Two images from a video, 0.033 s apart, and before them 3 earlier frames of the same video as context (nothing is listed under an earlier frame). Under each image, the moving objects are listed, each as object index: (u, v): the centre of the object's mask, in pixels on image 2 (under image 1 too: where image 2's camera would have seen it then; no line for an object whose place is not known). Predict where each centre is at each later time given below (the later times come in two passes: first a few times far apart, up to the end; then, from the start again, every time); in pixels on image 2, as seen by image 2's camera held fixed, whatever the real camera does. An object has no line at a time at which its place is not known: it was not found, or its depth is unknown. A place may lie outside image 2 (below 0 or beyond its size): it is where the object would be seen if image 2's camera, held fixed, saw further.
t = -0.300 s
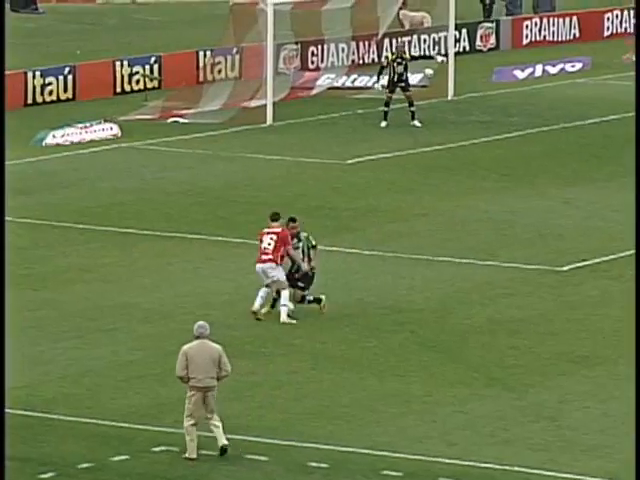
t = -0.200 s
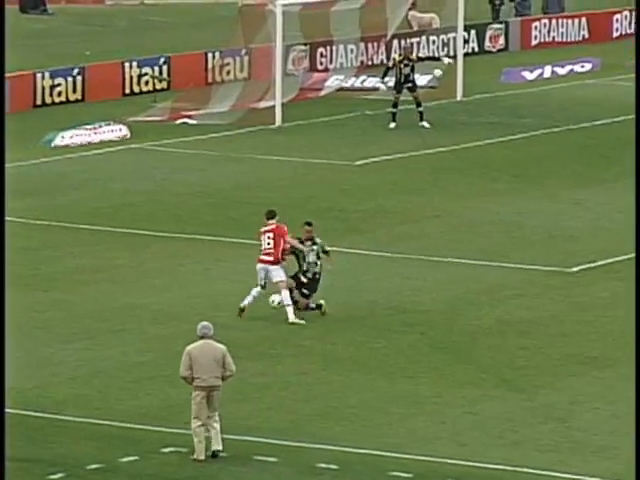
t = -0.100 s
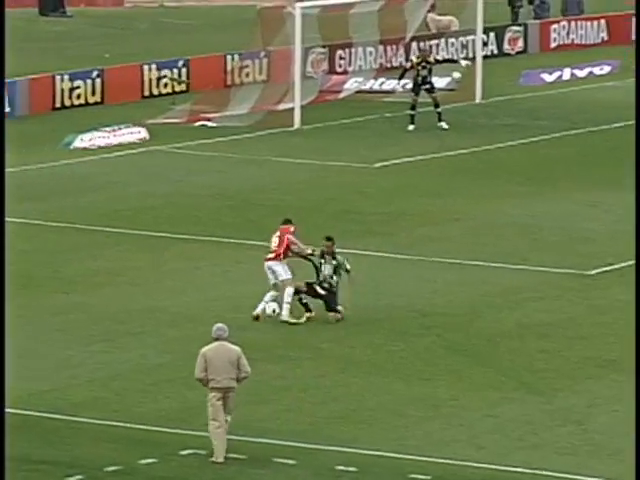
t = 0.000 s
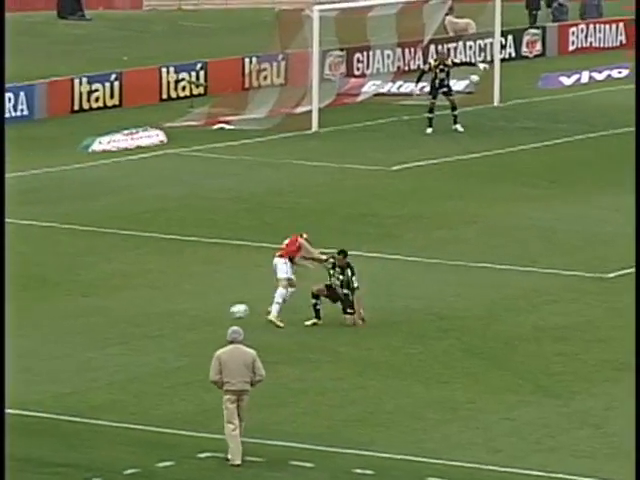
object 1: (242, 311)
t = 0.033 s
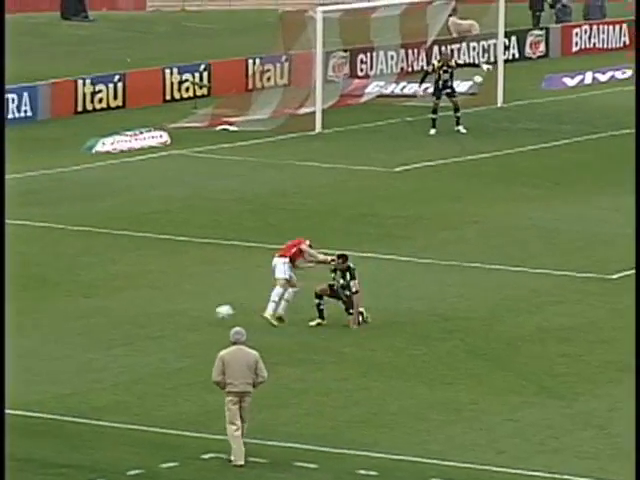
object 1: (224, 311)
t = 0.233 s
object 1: (127, 312)
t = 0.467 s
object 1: (42, 314)
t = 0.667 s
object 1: (-19, 316)
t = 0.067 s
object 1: (205, 312)
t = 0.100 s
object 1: (188, 314)
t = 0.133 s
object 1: (169, 317)
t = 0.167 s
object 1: (154, 317)
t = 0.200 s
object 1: (141, 314)
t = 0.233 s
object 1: (127, 312)
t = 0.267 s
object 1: (114, 310)
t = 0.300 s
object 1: (102, 309)
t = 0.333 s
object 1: (89, 309)
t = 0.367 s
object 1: (76, 312)
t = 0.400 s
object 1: (64, 314)
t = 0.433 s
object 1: (52, 315)
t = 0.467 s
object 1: (42, 314)
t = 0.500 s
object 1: (31, 313)
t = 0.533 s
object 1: (21, 312)
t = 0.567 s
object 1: (11, 312)
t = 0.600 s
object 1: (1, 313)
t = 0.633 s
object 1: (-9, 314)
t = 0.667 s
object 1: (-19, 316)
